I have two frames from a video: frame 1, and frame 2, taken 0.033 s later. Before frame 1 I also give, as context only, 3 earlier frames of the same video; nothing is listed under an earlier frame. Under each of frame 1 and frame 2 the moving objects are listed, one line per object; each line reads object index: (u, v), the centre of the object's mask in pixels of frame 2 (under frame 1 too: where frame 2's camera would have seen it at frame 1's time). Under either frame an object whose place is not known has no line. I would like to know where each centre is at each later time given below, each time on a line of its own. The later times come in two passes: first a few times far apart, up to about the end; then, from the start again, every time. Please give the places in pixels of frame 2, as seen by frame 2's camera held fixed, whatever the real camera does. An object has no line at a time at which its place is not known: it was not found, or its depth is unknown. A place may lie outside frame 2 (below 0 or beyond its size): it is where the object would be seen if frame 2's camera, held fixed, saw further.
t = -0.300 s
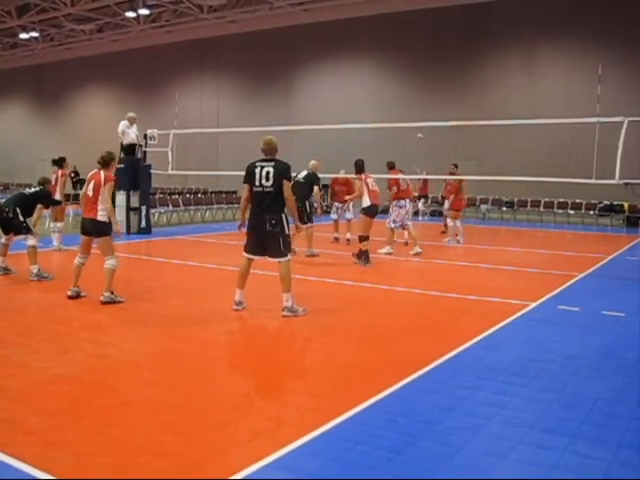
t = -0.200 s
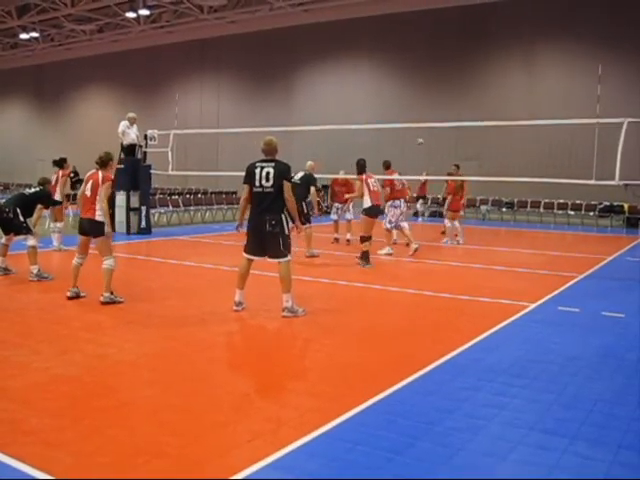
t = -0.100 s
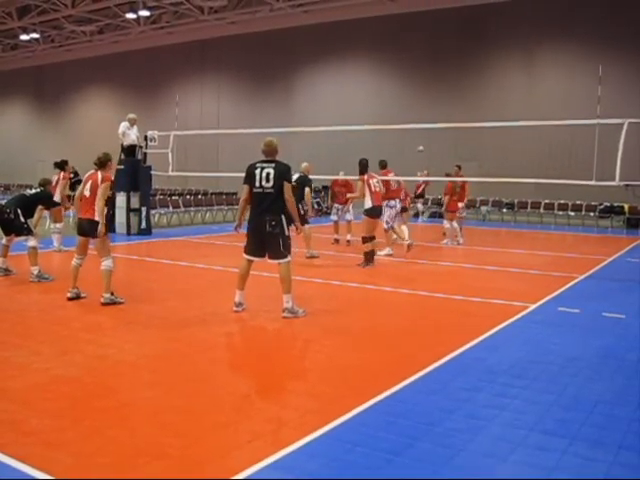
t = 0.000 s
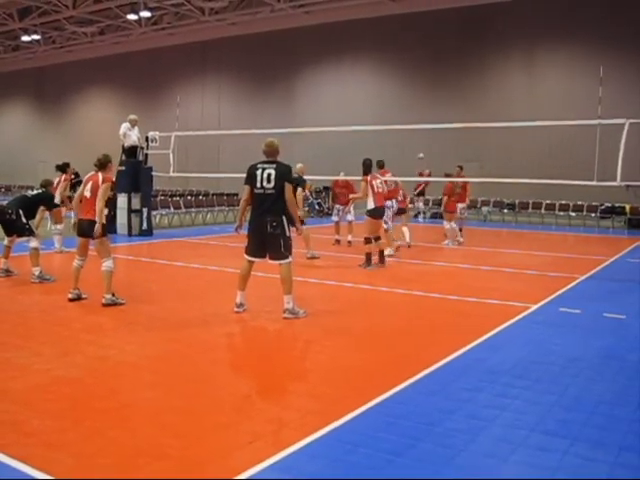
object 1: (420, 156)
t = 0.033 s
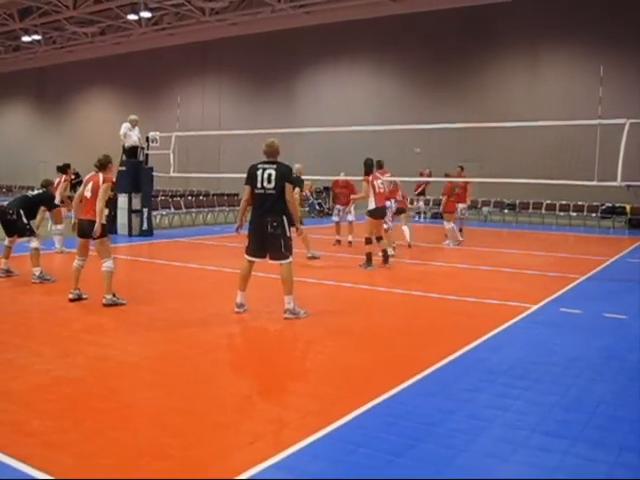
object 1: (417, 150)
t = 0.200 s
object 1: (394, 125)
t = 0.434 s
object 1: (355, 102)
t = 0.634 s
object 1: (313, 94)
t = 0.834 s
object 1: (259, 103)
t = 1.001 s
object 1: (196, 135)
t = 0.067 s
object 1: (412, 145)
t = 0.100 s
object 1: (408, 140)
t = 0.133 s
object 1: (404, 135)
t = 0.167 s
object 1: (400, 131)
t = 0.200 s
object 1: (394, 125)
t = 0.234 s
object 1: (390, 121)
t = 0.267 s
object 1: (384, 117)
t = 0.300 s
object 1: (379, 113)
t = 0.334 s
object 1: (373, 111)
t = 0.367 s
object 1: (368, 107)
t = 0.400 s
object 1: (361, 104)
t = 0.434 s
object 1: (355, 102)
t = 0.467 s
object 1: (349, 100)
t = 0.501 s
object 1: (342, 98)
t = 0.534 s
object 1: (336, 96)
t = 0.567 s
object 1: (329, 95)
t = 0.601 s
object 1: (321, 94)
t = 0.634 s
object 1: (313, 94)
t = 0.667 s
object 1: (305, 94)
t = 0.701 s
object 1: (297, 95)
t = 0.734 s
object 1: (288, 95)
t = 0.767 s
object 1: (279, 98)
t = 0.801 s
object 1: (269, 100)
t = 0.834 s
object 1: (259, 103)
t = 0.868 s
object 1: (247, 108)
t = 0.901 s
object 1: (235, 113)
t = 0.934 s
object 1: (223, 119)
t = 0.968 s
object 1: (210, 126)
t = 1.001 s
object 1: (196, 135)
